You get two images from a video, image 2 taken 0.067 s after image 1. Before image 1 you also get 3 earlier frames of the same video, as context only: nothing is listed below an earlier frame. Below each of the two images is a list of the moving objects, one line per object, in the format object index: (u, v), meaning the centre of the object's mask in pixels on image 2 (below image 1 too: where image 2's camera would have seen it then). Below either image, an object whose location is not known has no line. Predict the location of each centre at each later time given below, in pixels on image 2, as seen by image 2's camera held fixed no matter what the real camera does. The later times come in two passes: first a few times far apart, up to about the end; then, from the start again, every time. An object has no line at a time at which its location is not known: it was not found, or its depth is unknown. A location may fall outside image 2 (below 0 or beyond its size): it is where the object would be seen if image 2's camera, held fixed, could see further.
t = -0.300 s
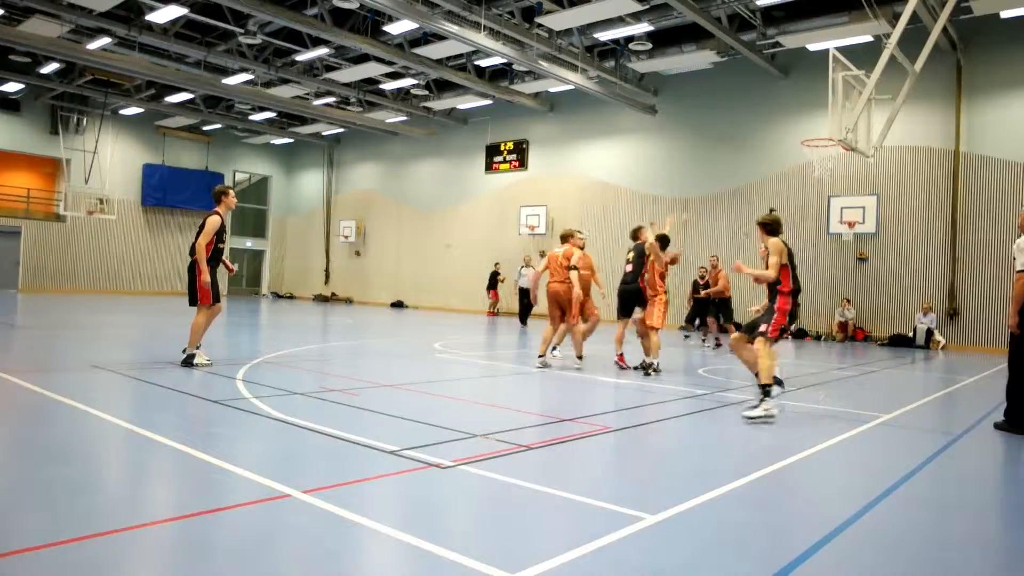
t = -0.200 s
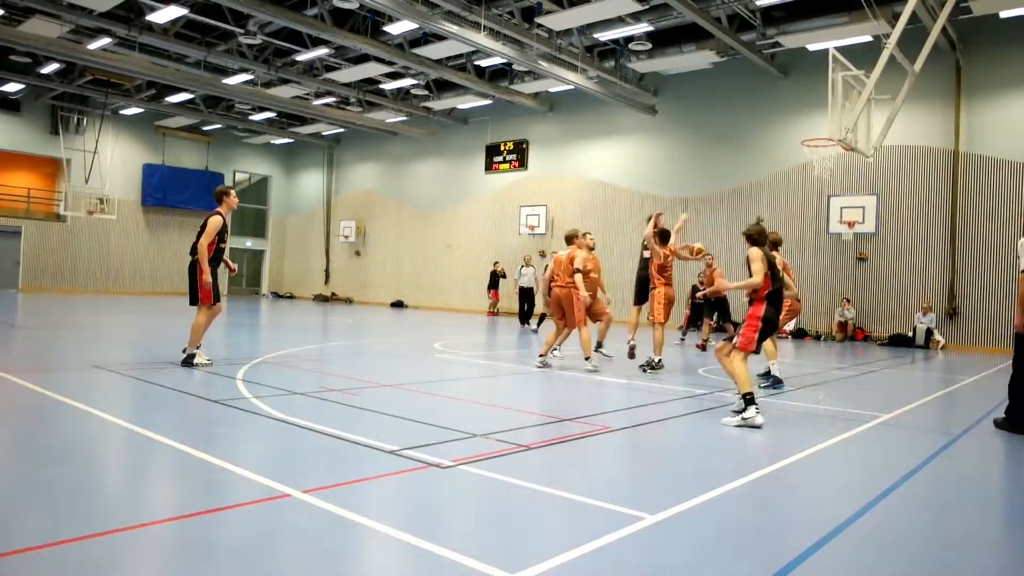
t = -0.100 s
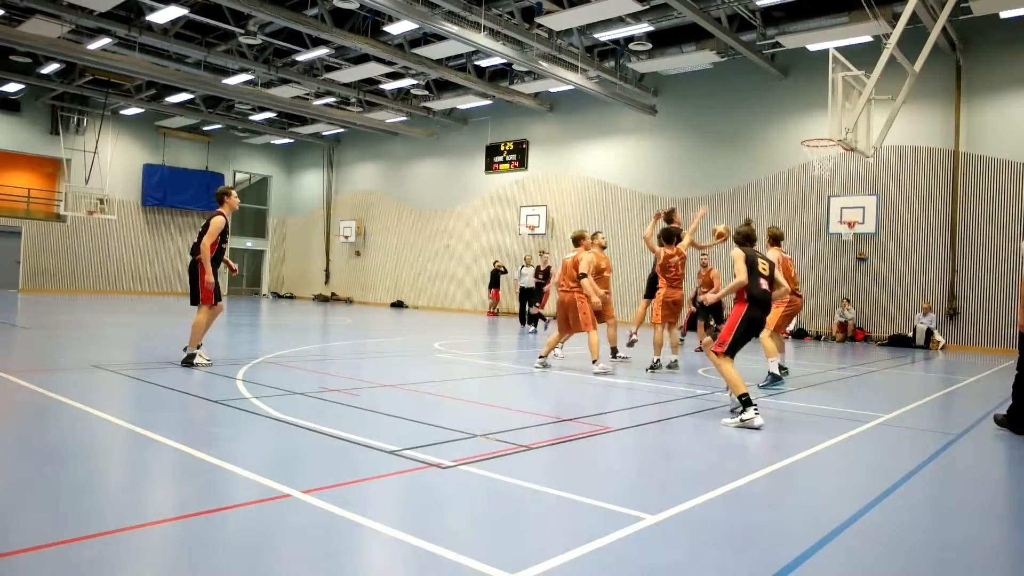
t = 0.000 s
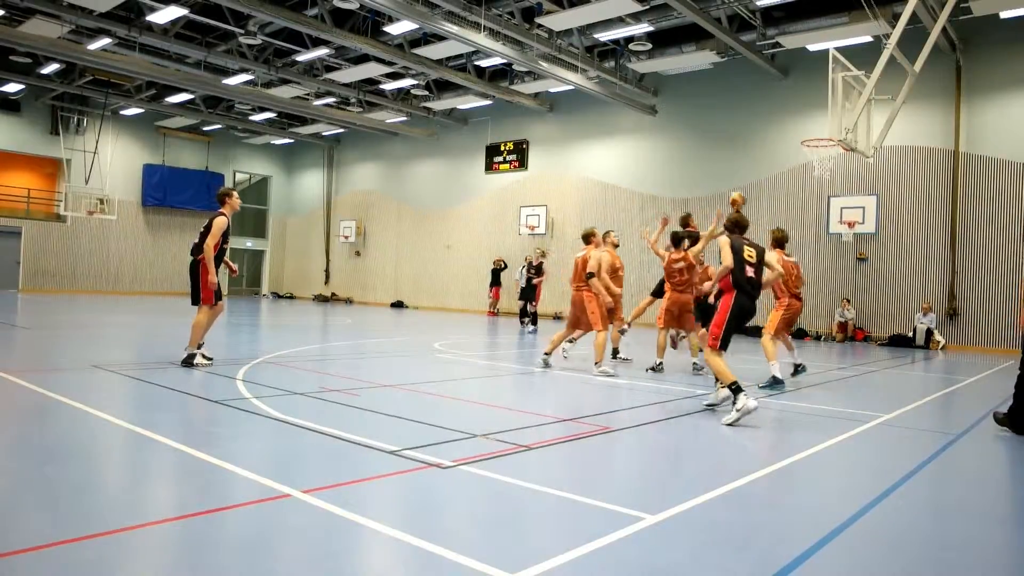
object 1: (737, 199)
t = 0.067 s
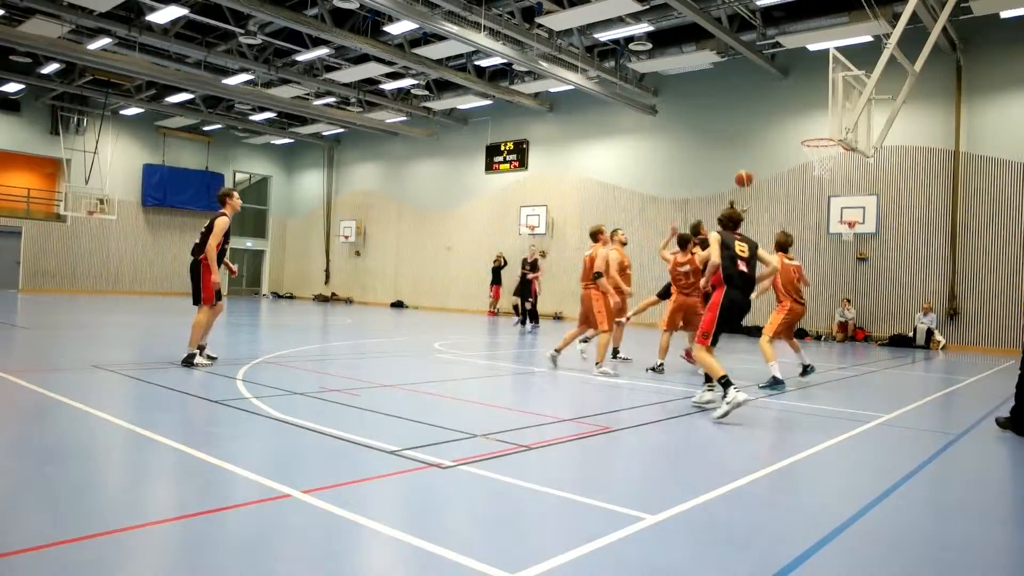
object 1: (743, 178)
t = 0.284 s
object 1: (762, 125)
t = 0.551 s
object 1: (784, 112)
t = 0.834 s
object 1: (804, 129)
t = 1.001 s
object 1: (810, 136)
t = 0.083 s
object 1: (745, 173)
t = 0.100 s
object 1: (747, 168)
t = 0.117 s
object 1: (748, 164)
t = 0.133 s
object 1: (749, 159)
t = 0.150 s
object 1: (751, 154)
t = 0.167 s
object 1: (752, 151)
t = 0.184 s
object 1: (754, 146)
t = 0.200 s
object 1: (755, 142)
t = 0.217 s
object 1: (757, 139)
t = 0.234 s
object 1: (758, 136)
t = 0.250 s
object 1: (758, 132)
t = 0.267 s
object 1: (760, 129)
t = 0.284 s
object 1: (762, 125)
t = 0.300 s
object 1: (763, 123)
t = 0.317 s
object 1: (766, 123)
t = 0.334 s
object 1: (767, 121)
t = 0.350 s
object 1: (768, 119)
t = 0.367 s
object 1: (770, 117)
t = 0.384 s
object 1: (771, 115)
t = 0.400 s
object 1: (773, 114)
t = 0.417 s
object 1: (774, 113)
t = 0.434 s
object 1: (775, 112)
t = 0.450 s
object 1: (776, 111)
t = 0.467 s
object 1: (778, 110)
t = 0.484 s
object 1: (779, 110)
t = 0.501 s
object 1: (781, 110)
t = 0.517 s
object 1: (781, 110)
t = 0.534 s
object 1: (783, 112)
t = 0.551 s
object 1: (784, 112)
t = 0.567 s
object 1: (786, 114)
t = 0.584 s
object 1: (787, 114)
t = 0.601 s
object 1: (789, 116)
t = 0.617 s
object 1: (790, 117)
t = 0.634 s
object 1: (791, 118)
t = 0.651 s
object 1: (794, 120)
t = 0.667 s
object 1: (795, 122)
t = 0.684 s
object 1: (796, 124)
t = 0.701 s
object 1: (797, 126)
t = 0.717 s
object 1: (799, 129)
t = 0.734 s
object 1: (800, 132)
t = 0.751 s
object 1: (801, 134)
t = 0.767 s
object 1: (801, 132)
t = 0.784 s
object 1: (802, 131)
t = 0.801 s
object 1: (803, 130)
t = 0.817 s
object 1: (803, 130)
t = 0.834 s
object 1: (804, 129)
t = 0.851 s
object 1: (805, 129)
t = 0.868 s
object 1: (805, 129)
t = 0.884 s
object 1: (806, 129)
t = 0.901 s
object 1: (806, 129)
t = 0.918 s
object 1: (807, 130)
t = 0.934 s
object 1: (807, 130)
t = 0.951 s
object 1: (808, 131)
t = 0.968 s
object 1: (809, 133)
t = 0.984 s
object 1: (809, 133)
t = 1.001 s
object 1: (810, 136)
